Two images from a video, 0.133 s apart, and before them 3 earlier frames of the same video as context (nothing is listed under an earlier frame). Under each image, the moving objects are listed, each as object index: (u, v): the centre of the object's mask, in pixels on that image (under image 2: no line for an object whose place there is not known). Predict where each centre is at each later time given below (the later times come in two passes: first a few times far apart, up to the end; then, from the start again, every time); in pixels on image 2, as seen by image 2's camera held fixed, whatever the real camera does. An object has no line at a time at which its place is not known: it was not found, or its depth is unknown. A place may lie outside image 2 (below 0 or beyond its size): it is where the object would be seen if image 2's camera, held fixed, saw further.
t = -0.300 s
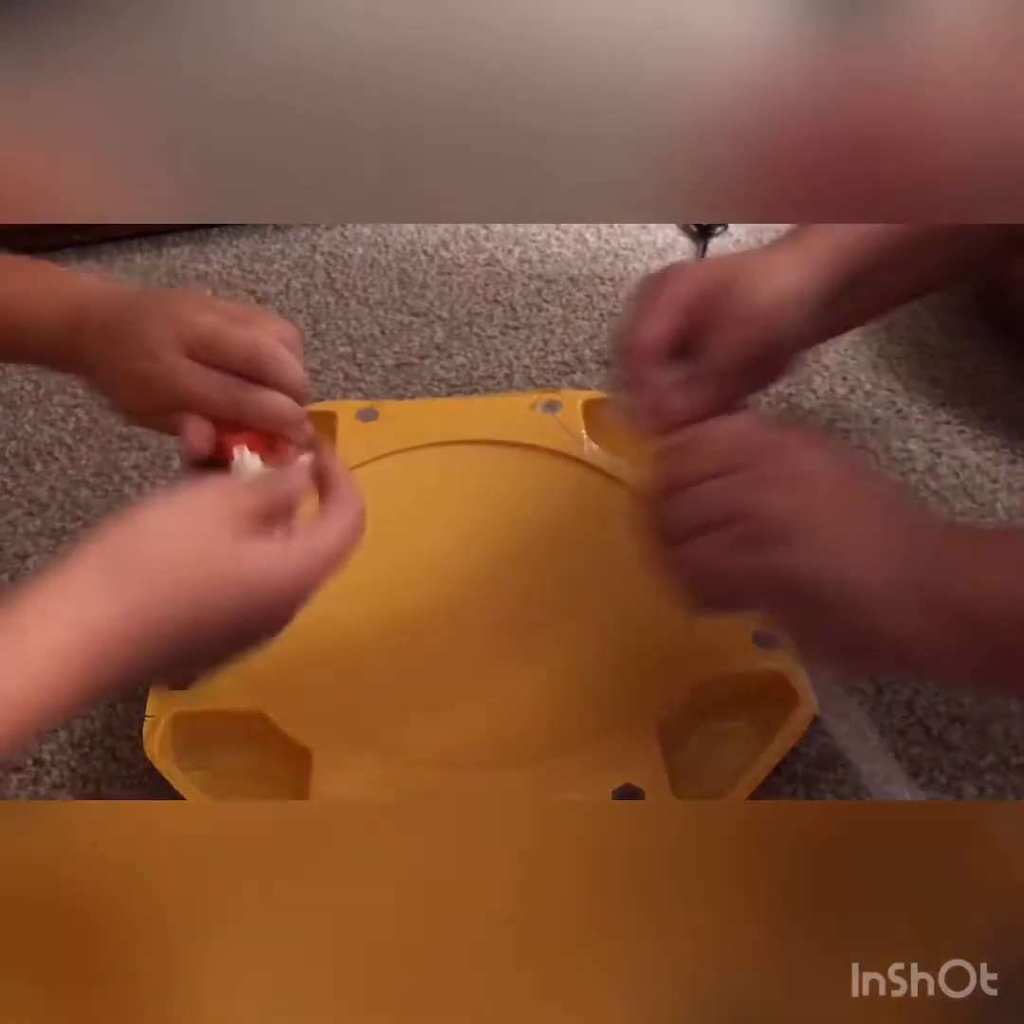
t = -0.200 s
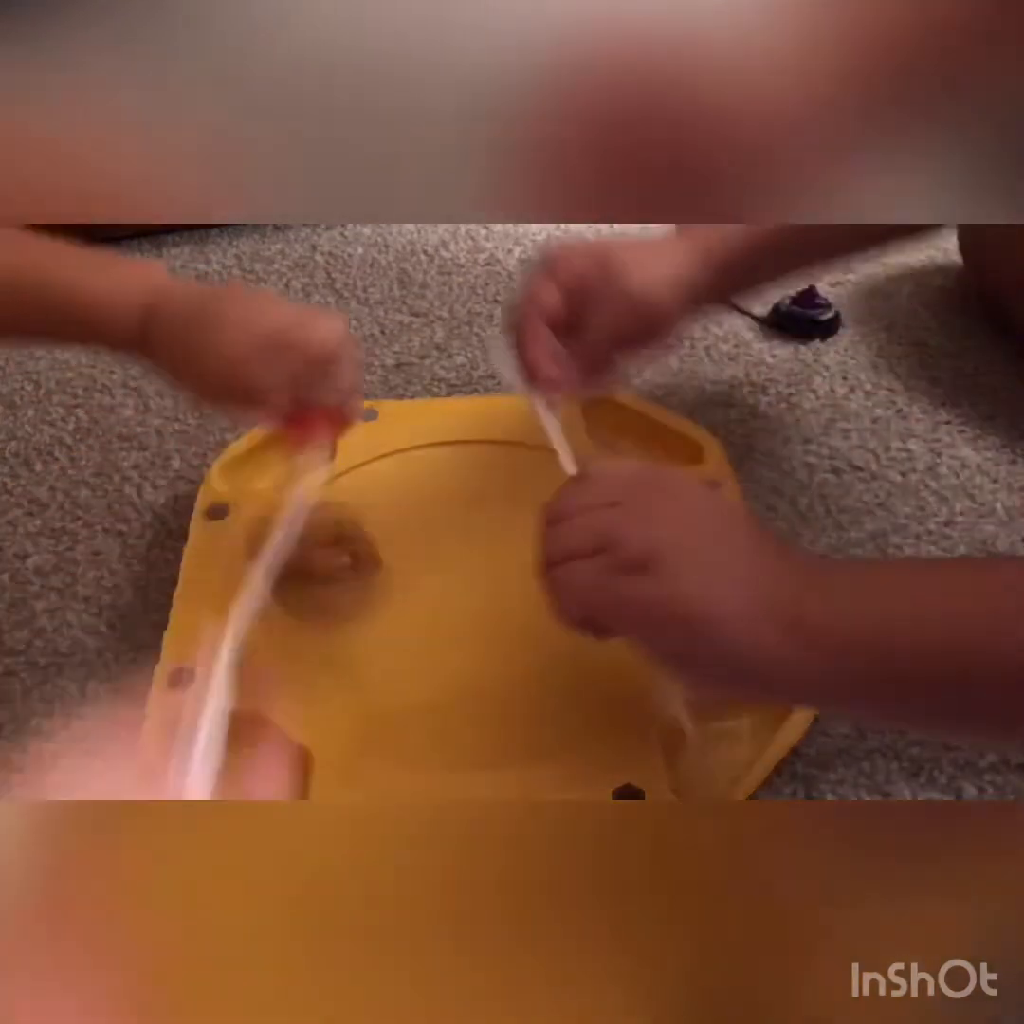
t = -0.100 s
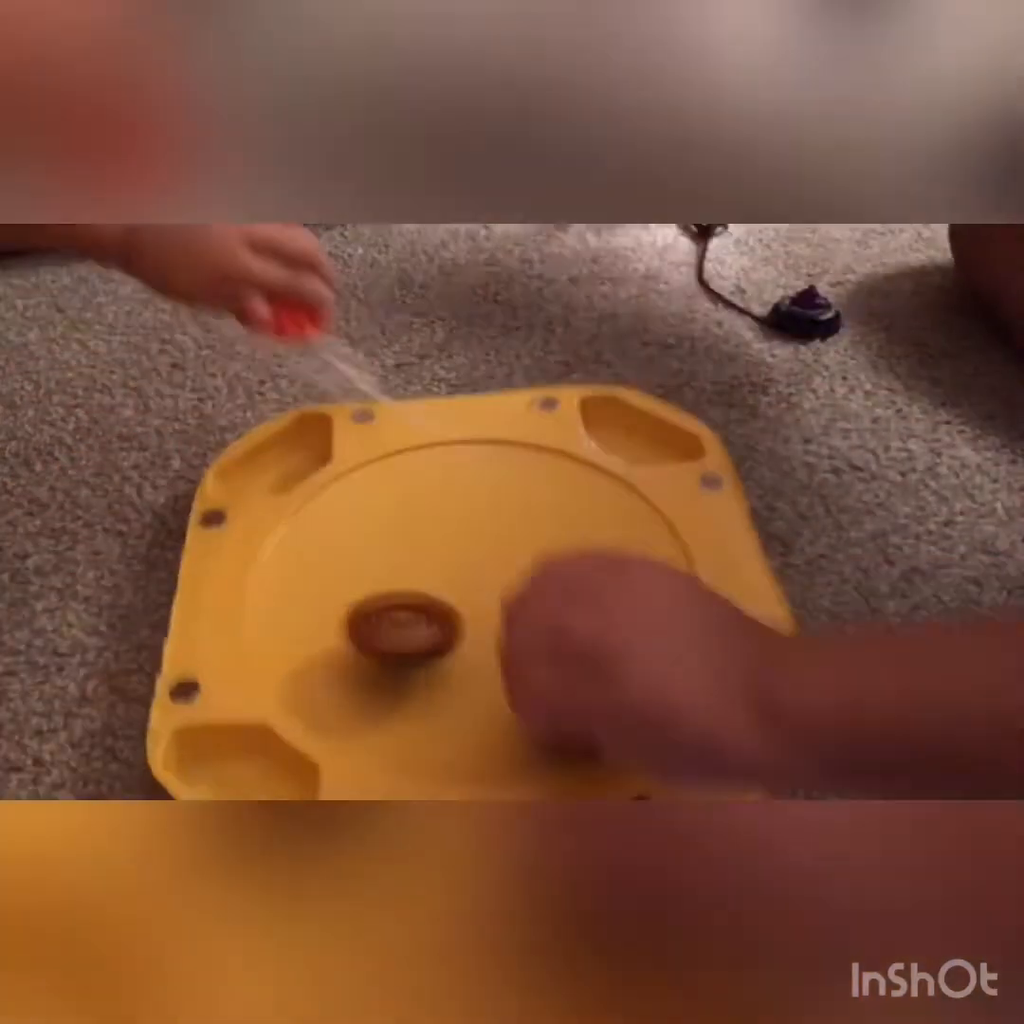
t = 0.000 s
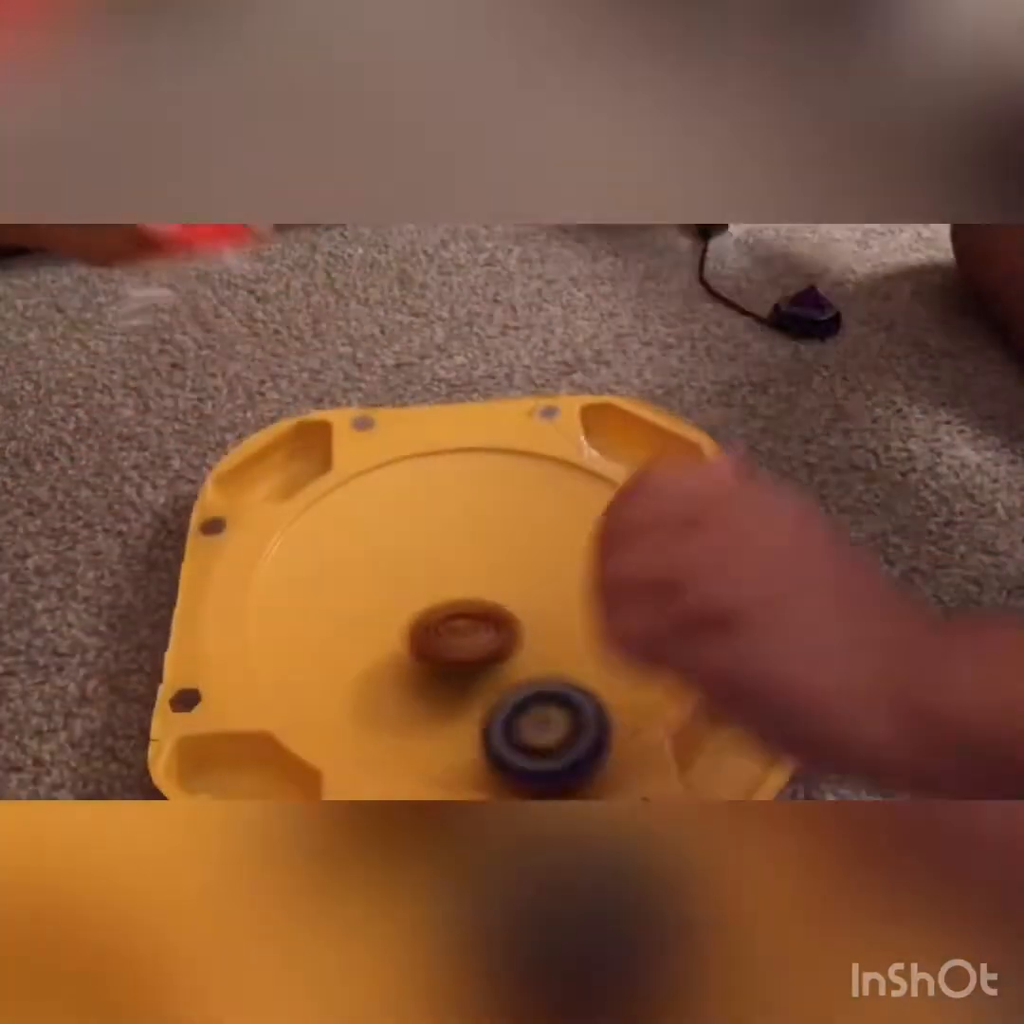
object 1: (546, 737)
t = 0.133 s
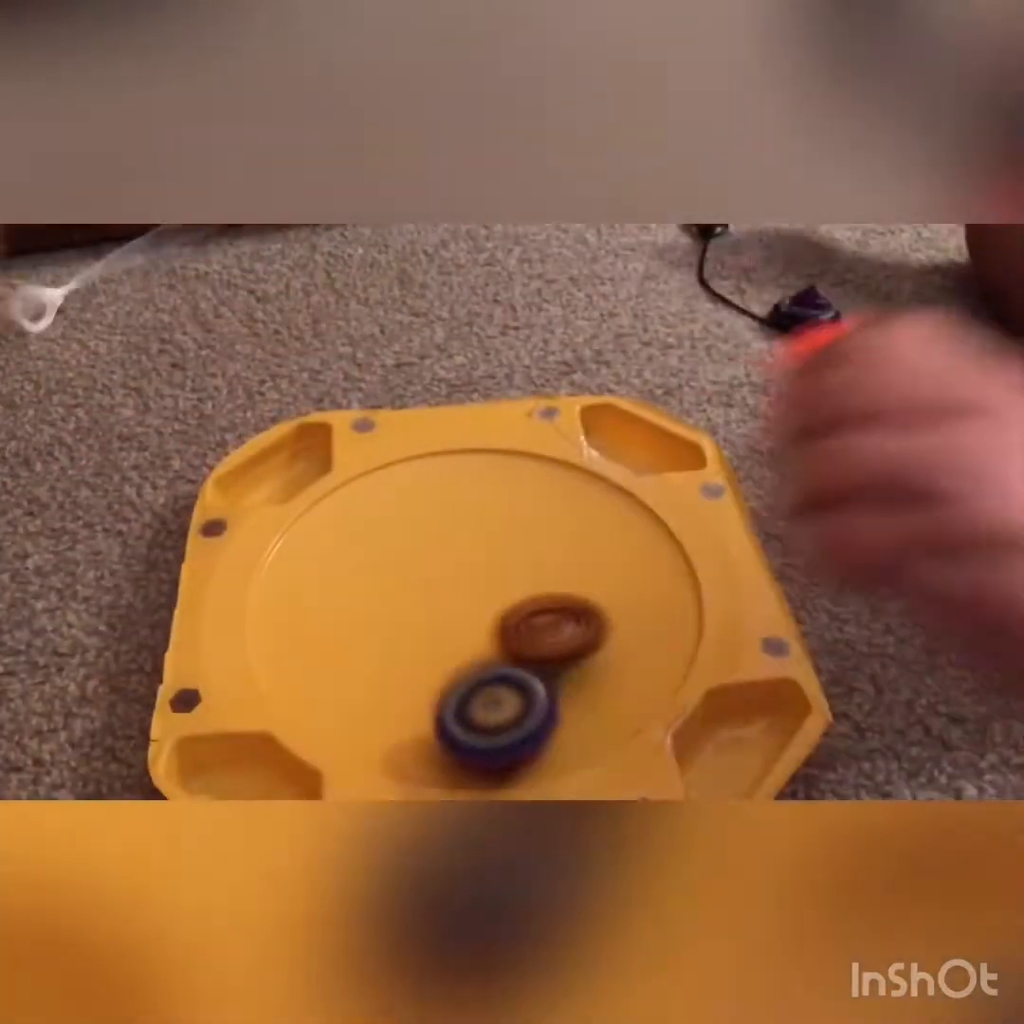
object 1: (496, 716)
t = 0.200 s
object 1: (480, 688)
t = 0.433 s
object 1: (448, 597)
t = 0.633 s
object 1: (422, 574)
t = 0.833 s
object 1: (377, 585)
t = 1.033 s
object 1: (336, 606)
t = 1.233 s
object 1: (359, 630)
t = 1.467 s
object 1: (450, 596)
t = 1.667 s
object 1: (473, 541)
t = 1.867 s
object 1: (455, 505)
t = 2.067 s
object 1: (424, 503)
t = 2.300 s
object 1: (433, 557)
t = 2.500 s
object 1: (504, 591)
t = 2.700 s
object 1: (569, 579)
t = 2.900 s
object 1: (594, 547)
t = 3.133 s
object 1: (536, 531)
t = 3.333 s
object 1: (446, 548)
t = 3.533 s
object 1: (408, 602)
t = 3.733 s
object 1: (435, 651)
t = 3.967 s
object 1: (515, 647)
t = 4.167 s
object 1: (531, 588)
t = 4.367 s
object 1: (505, 551)
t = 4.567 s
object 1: (455, 545)
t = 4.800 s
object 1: (473, 556)
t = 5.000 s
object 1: (518, 541)
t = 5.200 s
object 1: (533, 531)
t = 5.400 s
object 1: (560, 517)
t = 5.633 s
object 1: (583, 481)
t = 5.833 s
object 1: (545, 504)
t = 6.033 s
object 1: (537, 492)
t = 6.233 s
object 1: (498, 498)
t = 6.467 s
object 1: (474, 546)
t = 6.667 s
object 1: (499, 539)
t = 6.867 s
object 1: (532, 548)
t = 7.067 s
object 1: (597, 506)
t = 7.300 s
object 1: (526, 541)
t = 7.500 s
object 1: (614, 575)
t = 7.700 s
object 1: (655, 571)
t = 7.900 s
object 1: (568, 582)
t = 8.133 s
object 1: (567, 625)
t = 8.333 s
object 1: (562, 615)
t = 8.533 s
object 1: (520, 617)
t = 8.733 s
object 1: (540, 662)
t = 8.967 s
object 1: (566, 653)
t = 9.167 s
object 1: (479, 627)
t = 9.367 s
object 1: (394, 628)
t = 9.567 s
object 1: (337, 611)
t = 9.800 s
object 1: (329, 589)
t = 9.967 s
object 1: (267, 584)
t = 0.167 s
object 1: (487, 702)
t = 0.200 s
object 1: (480, 688)
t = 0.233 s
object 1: (474, 673)
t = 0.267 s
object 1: (469, 658)
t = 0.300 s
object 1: (464, 644)
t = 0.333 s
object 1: (459, 630)
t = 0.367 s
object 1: (455, 618)
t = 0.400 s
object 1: (451, 606)
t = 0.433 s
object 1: (448, 597)
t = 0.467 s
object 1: (444, 589)
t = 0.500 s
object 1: (440, 583)
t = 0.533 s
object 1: (437, 577)
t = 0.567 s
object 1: (432, 576)
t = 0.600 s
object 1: (428, 574)
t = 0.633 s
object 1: (422, 574)
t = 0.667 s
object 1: (417, 575)
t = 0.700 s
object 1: (410, 578)
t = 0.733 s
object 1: (402, 579)
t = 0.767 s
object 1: (395, 581)
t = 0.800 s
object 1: (386, 583)
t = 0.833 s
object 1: (377, 585)
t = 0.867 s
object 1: (369, 588)
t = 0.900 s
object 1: (360, 591)
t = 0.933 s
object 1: (352, 594)
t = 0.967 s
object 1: (346, 598)
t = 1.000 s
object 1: (339, 602)
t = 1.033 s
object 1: (336, 606)
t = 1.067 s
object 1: (333, 611)
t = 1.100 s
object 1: (333, 616)
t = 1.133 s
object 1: (336, 620)
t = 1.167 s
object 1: (341, 624)
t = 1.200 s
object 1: (349, 628)
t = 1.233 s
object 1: (359, 630)
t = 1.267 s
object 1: (371, 631)
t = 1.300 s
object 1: (385, 630)
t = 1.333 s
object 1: (400, 627)
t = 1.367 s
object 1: (415, 623)
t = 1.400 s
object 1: (428, 615)
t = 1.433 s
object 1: (440, 607)
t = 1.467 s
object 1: (450, 596)
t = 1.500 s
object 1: (458, 586)
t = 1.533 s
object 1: (464, 575)
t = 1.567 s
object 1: (469, 565)
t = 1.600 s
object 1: (472, 557)
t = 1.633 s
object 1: (473, 549)
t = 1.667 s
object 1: (473, 541)
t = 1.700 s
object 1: (472, 534)
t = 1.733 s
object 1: (470, 527)
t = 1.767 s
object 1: (467, 520)
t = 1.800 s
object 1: (464, 515)
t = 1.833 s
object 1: (460, 510)
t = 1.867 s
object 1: (455, 505)
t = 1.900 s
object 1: (451, 502)
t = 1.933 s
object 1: (445, 500)
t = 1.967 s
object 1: (440, 499)
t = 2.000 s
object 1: (435, 499)
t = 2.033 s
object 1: (430, 500)
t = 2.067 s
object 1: (424, 503)
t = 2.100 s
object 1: (420, 508)
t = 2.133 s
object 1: (417, 514)
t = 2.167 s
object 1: (415, 521)
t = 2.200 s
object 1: (416, 530)
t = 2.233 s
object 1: (419, 539)
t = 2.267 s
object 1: (424, 548)
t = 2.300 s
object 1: (433, 557)
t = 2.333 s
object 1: (443, 566)
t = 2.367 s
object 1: (454, 573)
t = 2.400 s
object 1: (466, 580)
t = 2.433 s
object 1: (479, 585)
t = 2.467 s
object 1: (492, 588)
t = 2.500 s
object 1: (504, 591)
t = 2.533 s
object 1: (516, 592)
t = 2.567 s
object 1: (528, 591)
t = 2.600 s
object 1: (539, 589)
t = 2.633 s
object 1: (549, 588)
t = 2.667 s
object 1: (559, 585)
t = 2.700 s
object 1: (569, 579)
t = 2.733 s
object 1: (577, 573)
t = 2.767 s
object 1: (584, 568)
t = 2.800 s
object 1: (589, 562)
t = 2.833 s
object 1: (592, 557)
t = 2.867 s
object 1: (594, 552)
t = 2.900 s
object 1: (594, 547)
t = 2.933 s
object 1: (591, 541)
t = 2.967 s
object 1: (587, 537)
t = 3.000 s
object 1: (581, 534)
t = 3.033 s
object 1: (573, 533)
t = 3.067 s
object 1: (564, 532)
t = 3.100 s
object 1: (553, 533)
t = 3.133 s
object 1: (536, 531)
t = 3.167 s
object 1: (518, 527)
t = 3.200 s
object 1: (501, 528)
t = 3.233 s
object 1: (485, 530)
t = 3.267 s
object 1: (471, 535)
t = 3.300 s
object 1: (458, 541)
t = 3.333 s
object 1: (446, 548)
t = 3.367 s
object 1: (435, 556)
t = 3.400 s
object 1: (426, 564)
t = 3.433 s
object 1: (419, 573)
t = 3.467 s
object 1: (413, 583)
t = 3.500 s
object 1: (410, 593)
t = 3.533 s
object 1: (408, 602)
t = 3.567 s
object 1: (408, 613)
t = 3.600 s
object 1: (409, 622)
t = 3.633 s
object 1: (413, 630)
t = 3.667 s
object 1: (418, 638)
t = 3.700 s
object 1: (426, 645)
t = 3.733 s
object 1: (435, 651)
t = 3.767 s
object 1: (446, 657)
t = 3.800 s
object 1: (457, 660)
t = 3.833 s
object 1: (469, 661)
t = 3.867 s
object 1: (481, 661)
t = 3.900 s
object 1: (494, 658)
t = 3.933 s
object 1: (505, 653)
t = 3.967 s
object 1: (515, 647)
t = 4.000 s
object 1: (524, 639)
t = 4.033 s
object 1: (530, 629)
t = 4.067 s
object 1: (534, 620)
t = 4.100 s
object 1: (536, 609)
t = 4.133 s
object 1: (534, 598)
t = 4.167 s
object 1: (531, 588)
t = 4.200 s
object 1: (525, 579)
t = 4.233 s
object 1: (518, 570)
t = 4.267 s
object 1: (513, 563)
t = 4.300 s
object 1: (513, 559)
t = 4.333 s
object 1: (510, 555)
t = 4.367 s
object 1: (505, 551)
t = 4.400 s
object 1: (498, 548)
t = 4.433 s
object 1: (490, 546)
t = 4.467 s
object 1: (482, 545)
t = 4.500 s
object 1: (473, 544)
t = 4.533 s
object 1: (463, 544)
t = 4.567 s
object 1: (455, 545)
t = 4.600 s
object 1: (445, 547)
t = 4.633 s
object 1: (438, 550)
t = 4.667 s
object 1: (430, 553)
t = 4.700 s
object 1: (425, 558)
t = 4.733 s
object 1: (442, 556)
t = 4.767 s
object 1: (460, 557)
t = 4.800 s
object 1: (473, 556)
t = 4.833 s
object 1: (484, 555)
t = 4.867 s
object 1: (493, 552)
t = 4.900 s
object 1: (500, 550)
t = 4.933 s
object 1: (507, 547)
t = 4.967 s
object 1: (513, 545)
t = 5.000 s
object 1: (518, 541)
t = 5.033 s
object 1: (522, 539)
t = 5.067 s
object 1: (526, 537)
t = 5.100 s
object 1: (530, 534)
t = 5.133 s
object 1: (531, 532)
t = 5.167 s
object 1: (533, 531)
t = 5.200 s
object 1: (533, 531)
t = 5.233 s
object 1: (532, 531)
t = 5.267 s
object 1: (531, 532)
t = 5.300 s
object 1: (530, 534)
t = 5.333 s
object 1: (528, 536)
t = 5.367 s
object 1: (536, 534)
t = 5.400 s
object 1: (560, 517)
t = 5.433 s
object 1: (577, 505)
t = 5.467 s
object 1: (587, 496)
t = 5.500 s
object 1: (592, 489)
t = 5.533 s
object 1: (593, 486)
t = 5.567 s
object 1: (591, 483)
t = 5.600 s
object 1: (587, 481)
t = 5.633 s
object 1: (583, 481)
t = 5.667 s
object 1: (577, 481)
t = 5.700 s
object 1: (571, 482)
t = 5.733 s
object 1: (565, 485)
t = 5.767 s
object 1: (558, 490)
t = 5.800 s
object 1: (551, 497)
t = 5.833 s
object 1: (545, 504)
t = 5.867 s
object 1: (538, 514)
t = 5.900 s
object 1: (532, 524)
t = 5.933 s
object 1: (529, 527)
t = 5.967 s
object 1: (535, 511)
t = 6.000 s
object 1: (538, 499)
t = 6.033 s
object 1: (537, 492)
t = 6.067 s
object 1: (533, 487)
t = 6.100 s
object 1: (527, 486)
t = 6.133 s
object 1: (520, 487)
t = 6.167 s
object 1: (513, 488)
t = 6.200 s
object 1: (506, 492)
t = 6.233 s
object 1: (498, 498)
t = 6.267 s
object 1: (491, 506)
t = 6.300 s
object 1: (485, 513)
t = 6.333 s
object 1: (479, 521)
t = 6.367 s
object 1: (474, 530)
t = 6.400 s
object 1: (470, 541)
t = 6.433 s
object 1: (468, 548)
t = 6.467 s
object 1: (474, 546)
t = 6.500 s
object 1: (484, 540)
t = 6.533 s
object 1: (491, 536)
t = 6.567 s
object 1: (495, 536)
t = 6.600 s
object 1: (496, 536)
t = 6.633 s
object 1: (498, 537)
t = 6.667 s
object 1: (499, 539)
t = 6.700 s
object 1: (500, 541)
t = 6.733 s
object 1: (501, 543)
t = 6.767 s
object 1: (502, 547)
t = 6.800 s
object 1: (502, 551)
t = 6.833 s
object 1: (508, 553)
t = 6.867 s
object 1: (532, 548)
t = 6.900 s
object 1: (553, 542)
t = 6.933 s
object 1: (569, 536)
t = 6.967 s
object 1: (583, 529)
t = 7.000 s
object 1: (591, 522)
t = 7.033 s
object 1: (596, 514)
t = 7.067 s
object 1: (597, 506)
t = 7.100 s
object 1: (591, 501)
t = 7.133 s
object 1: (581, 499)
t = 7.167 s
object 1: (569, 500)
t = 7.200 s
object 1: (555, 506)
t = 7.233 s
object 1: (541, 517)
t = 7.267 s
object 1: (529, 529)
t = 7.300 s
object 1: (526, 541)
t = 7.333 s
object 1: (544, 547)
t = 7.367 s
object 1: (560, 555)
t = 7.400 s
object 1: (575, 562)
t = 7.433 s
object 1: (589, 568)
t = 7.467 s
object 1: (603, 572)
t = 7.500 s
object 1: (614, 575)
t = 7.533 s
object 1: (626, 577)
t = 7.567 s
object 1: (637, 578)
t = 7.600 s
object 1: (646, 578)
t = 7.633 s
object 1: (653, 576)
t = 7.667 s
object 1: (656, 573)
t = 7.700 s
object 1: (655, 571)
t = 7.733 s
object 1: (648, 569)
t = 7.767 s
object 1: (638, 567)
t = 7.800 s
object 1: (623, 568)
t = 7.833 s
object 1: (607, 572)
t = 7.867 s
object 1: (588, 576)
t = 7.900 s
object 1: (568, 582)
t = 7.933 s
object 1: (549, 590)
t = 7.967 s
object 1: (529, 599)
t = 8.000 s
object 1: (537, 606)
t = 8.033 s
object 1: (545, 612)
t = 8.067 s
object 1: (552, 618)
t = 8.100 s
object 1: (560, 622)
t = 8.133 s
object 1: (567, 625)
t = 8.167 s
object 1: (572, 626)
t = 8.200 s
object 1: (574, 626)
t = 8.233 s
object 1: (574, 625)
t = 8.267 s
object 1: (572, 621)
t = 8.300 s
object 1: (569, 618)
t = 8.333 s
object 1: (562, 615)
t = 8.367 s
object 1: (552, 612)
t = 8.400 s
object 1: (541, 610)
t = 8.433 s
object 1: (526, 609)
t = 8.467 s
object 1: (521, 611)
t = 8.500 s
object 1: (520, 613)
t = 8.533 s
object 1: (520, 617)
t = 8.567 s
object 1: (519, 619)
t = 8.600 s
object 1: (520, 621)
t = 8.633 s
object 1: (523, 631)
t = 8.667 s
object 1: (528, 644)
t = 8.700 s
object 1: (533, 654)
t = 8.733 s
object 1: (540, 662)
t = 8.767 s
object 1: (546, 668)
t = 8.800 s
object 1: (554, 671)
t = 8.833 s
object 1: (561, 672)
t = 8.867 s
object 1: (568, 670)
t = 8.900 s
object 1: (569, 665)
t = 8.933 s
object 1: (569, 659)
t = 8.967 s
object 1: (566, 653)
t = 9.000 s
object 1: (556, 645)
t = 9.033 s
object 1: (545, 637)
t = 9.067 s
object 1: (533, 628)
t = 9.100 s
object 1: (517, 623)
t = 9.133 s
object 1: (498, 623)
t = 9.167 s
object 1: (479, 627)
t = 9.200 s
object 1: (460, 629)
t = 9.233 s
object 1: (446, 630)
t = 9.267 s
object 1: (432, 631)
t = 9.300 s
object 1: (419, 630)
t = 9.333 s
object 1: (407, 629)
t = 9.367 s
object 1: (394, 628)
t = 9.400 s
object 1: (383, 626)
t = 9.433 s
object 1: (373, 624)
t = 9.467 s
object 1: (362, 622)
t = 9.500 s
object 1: (354, 619)
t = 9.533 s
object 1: (345, 615)
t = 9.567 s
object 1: (337, 611)
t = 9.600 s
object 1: (332, 608)
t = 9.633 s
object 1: (327, 604)
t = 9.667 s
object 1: (325, 601)
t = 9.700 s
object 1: (325, 597)
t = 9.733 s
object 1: (328, 594)
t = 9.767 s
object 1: (334, 592)
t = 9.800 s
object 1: (329, 589)
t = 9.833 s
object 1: (309, 585)
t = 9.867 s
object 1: (291, 581)
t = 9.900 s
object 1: (279, 581)
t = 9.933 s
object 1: (272, 581)
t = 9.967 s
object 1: (267, 584)
